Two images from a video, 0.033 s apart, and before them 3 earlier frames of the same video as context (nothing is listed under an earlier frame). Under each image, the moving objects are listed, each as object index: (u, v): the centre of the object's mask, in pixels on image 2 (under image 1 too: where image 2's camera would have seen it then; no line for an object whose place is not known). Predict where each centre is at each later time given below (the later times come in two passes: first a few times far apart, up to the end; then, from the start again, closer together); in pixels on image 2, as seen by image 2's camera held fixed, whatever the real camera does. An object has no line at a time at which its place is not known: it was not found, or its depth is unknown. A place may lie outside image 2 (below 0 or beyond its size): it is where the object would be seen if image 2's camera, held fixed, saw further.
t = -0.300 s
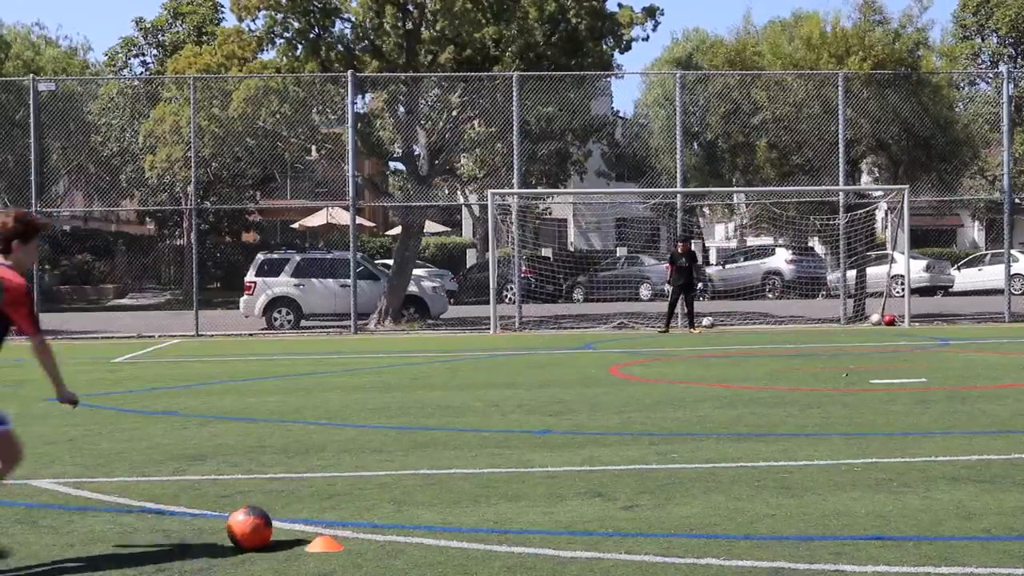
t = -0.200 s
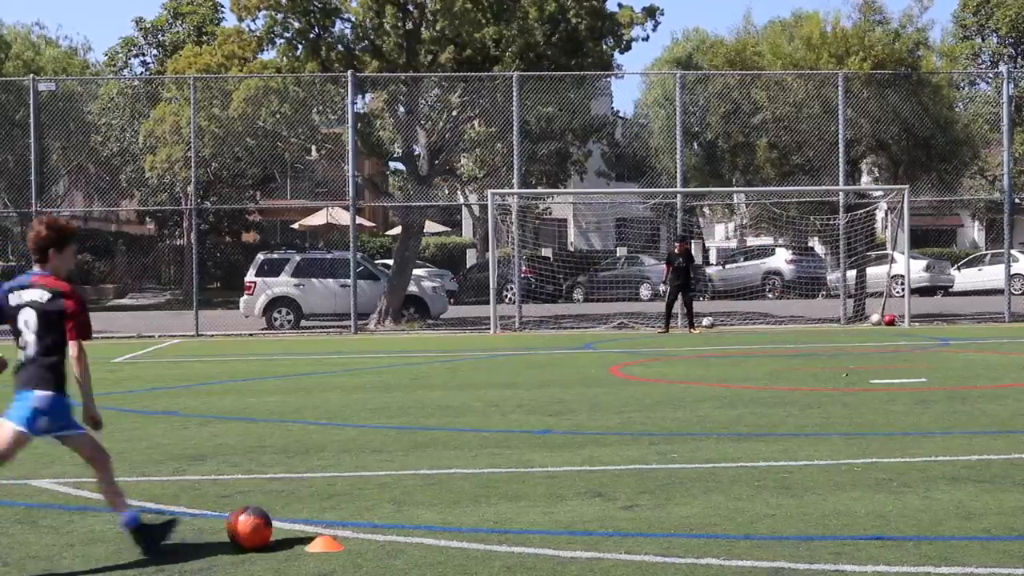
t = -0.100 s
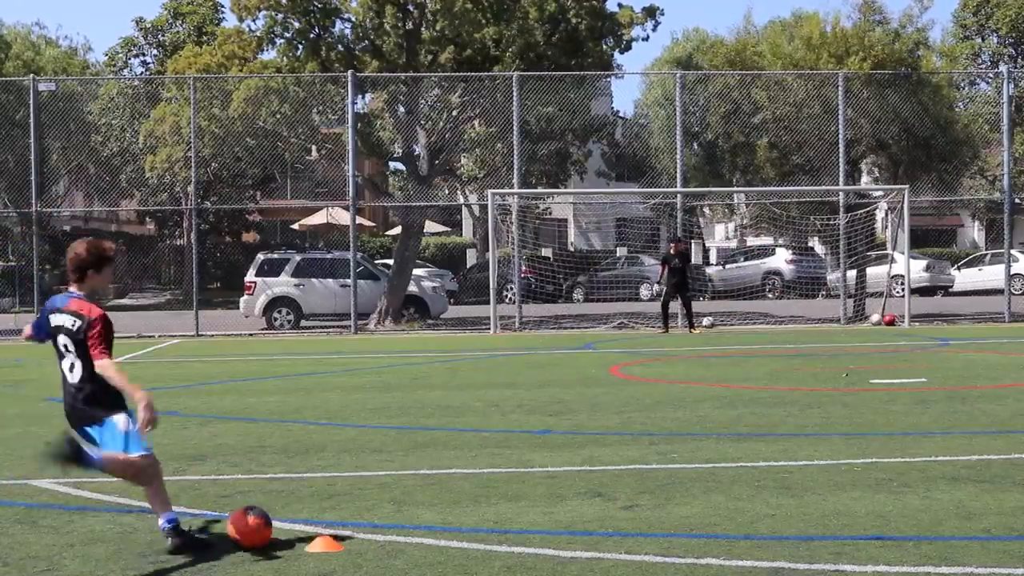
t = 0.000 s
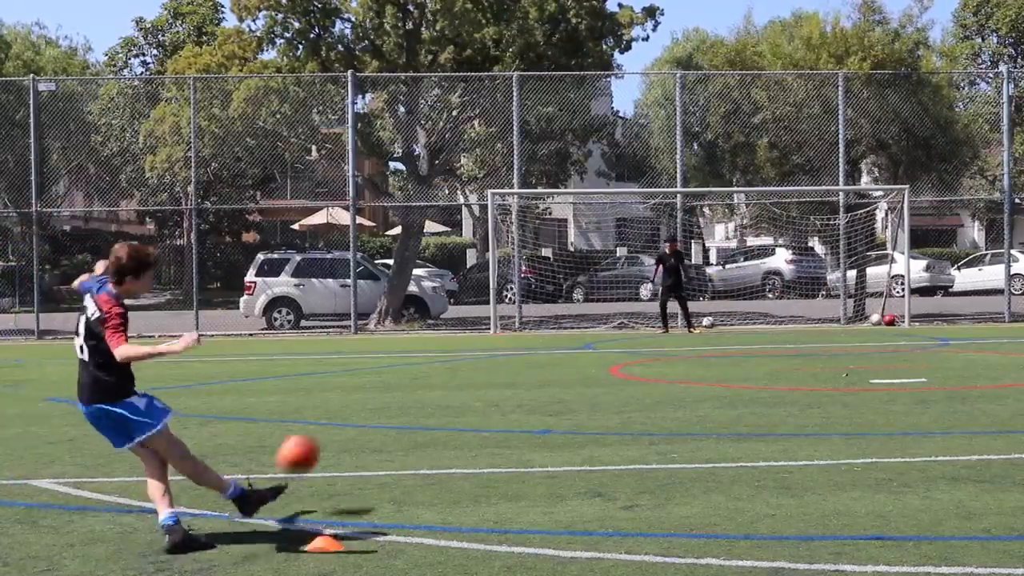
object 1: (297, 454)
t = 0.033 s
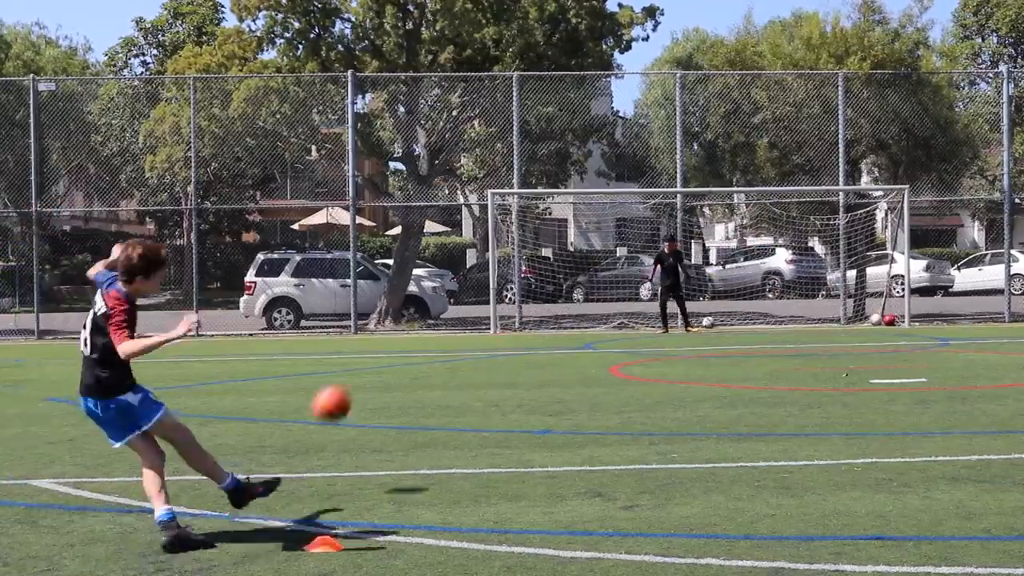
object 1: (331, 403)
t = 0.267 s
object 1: (455, 227)
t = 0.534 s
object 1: (496, 186)
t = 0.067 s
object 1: (360, 363)
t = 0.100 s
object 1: (385, 329)
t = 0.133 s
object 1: (401, 301)
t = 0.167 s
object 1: (418, 277)
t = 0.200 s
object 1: (432, 259)
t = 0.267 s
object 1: (455, 227)
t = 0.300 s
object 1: (464, 216)
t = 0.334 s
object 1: (473, 208)
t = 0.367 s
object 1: (479, 201)
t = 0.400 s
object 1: (484, 195)
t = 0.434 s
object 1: (487, 191)
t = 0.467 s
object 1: (491, 188)
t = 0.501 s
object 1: (493, 186)
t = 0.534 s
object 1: (496, 186)
